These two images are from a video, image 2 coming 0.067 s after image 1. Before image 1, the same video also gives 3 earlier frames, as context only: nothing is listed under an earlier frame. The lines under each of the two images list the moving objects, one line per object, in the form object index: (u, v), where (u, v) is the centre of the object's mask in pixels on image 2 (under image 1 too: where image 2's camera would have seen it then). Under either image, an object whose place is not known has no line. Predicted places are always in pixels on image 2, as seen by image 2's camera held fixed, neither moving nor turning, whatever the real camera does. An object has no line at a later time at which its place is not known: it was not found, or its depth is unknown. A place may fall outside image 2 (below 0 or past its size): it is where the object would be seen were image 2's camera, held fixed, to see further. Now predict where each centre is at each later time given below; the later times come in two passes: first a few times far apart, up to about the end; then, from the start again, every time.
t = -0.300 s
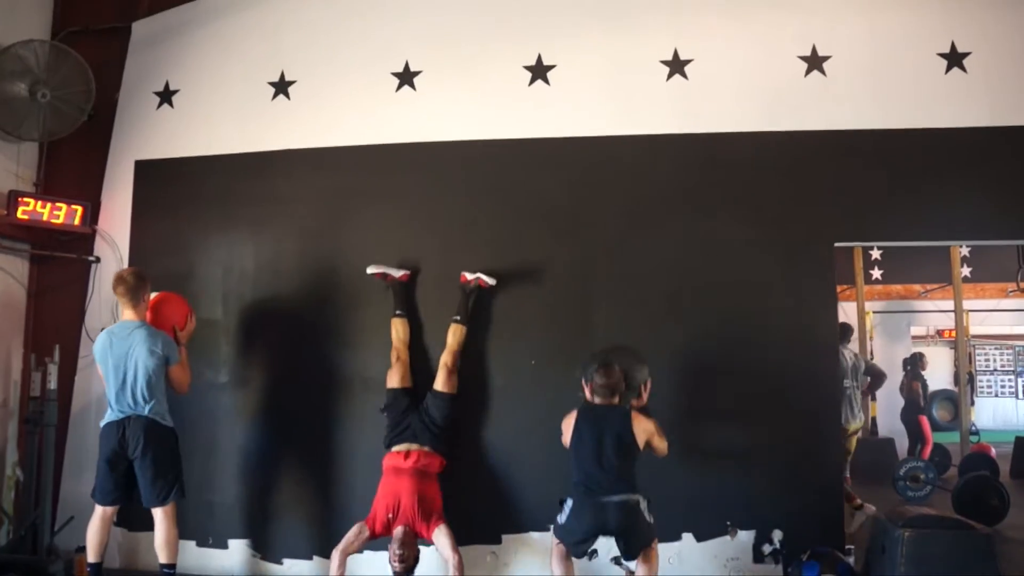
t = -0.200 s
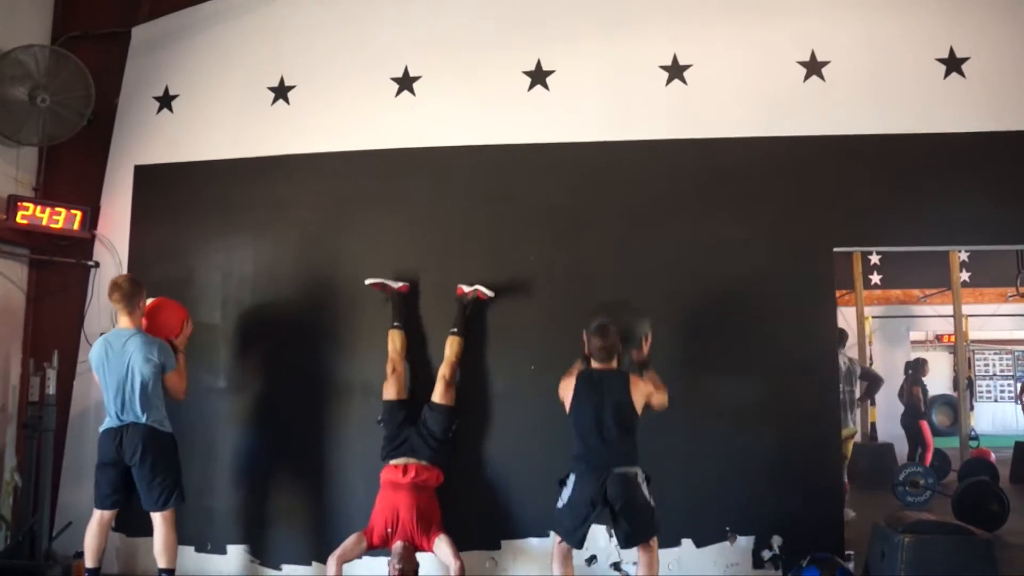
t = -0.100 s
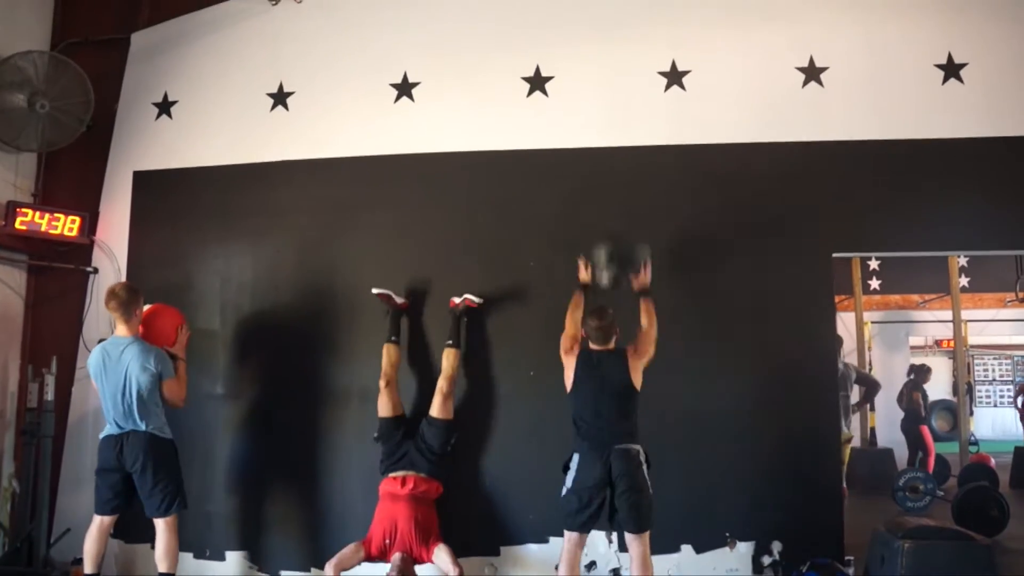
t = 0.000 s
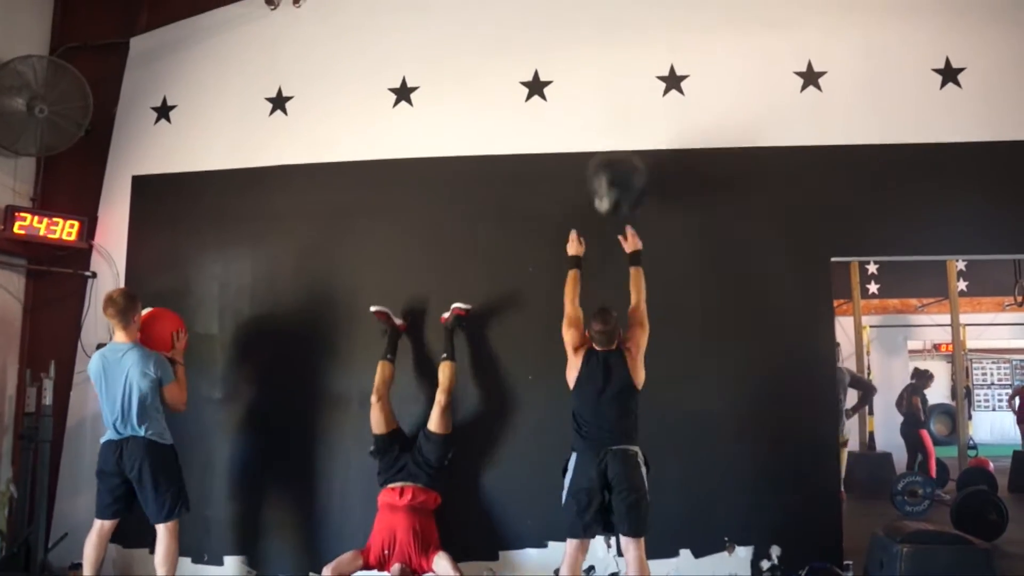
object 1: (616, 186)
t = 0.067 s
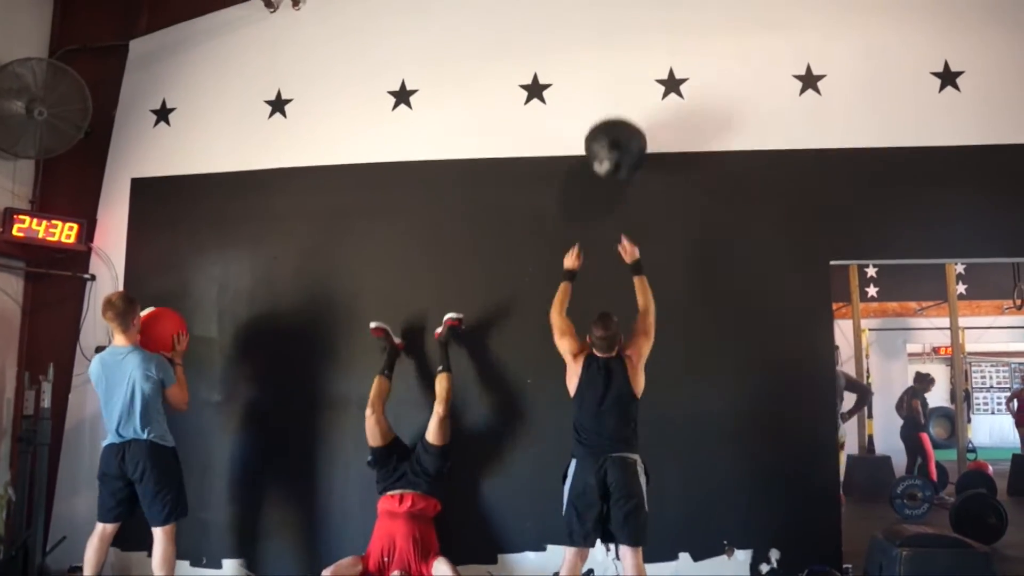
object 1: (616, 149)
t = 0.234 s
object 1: (615, 85)
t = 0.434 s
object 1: (616, 67)
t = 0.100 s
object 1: (615, 131)
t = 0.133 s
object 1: (615, 116)
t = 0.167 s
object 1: (615, 104)
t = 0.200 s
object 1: (615, 94)
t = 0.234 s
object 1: (615, 85)
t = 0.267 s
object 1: (615, 78)
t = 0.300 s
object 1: (615, 73)
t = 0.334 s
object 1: (615, 69)
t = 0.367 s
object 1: (616, 67)
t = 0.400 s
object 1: (616, 66)
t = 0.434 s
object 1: (616, 67)
